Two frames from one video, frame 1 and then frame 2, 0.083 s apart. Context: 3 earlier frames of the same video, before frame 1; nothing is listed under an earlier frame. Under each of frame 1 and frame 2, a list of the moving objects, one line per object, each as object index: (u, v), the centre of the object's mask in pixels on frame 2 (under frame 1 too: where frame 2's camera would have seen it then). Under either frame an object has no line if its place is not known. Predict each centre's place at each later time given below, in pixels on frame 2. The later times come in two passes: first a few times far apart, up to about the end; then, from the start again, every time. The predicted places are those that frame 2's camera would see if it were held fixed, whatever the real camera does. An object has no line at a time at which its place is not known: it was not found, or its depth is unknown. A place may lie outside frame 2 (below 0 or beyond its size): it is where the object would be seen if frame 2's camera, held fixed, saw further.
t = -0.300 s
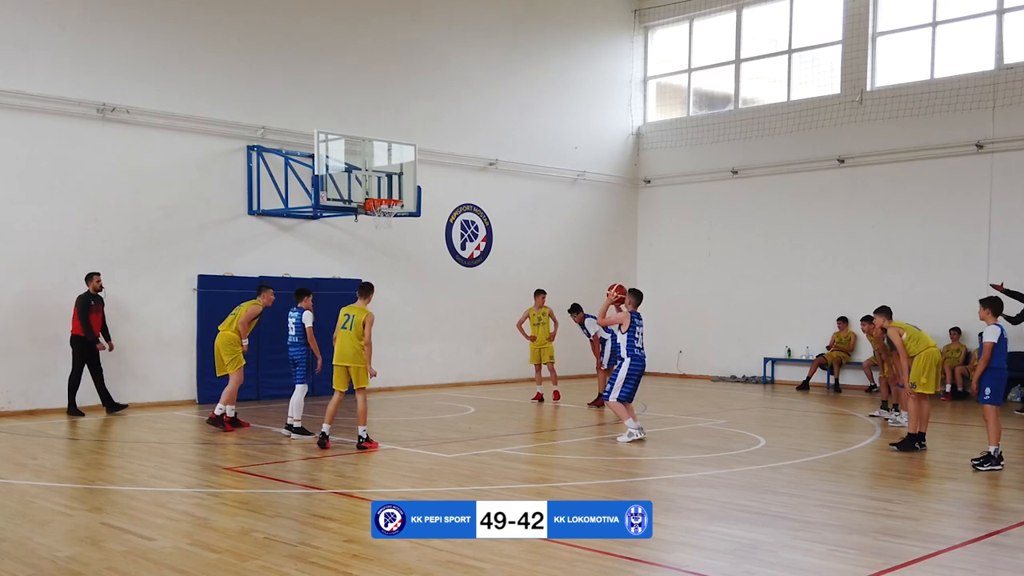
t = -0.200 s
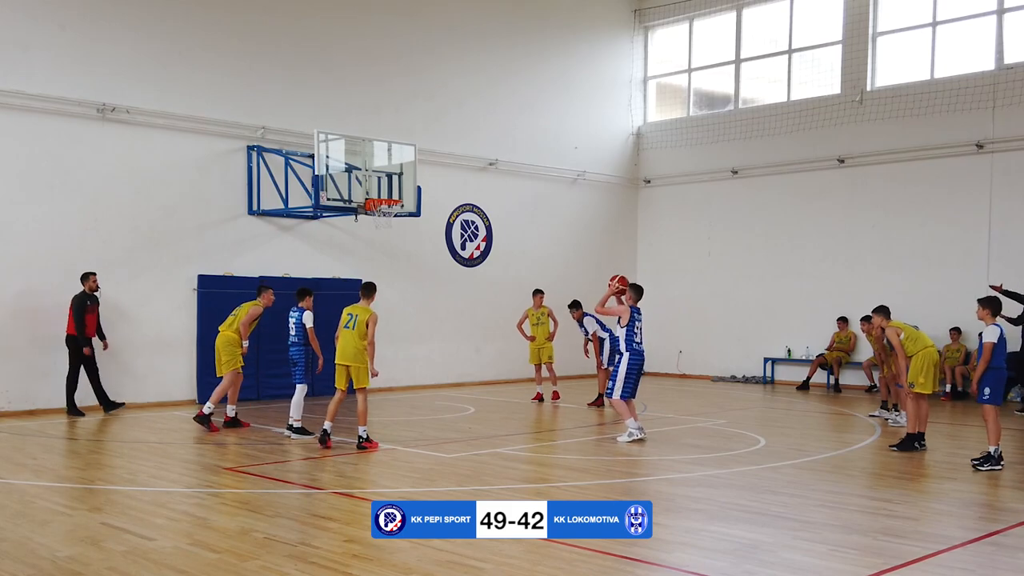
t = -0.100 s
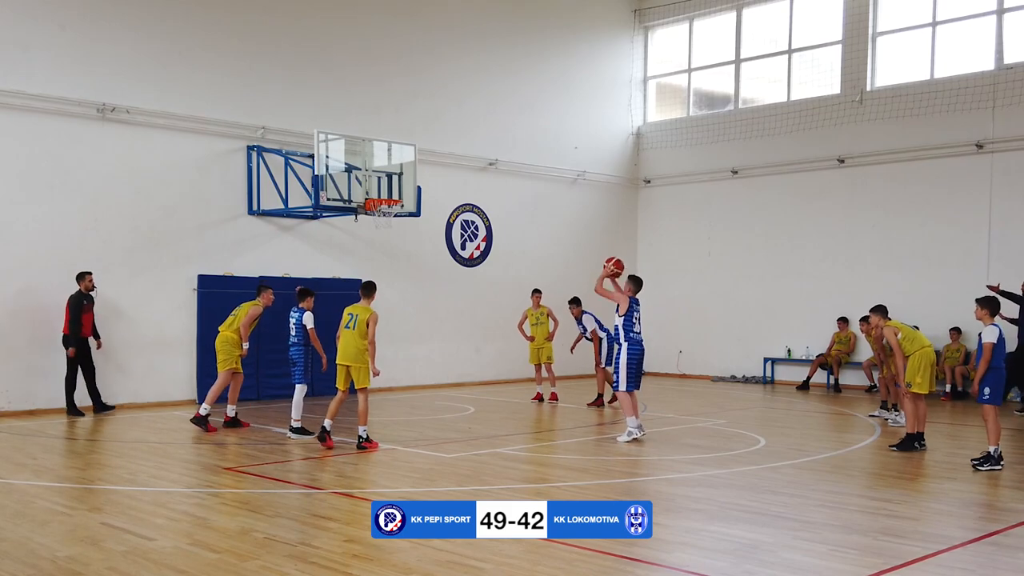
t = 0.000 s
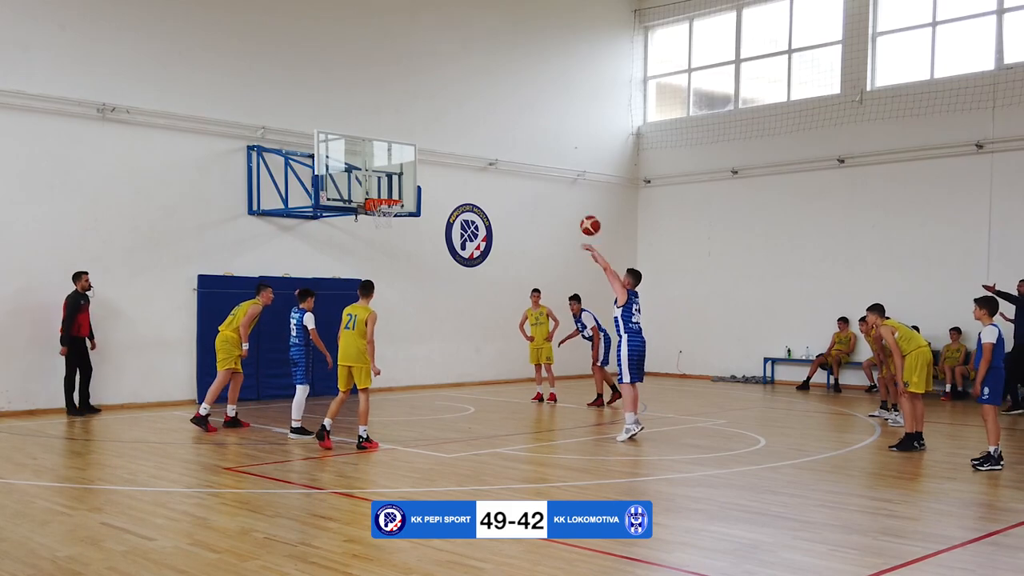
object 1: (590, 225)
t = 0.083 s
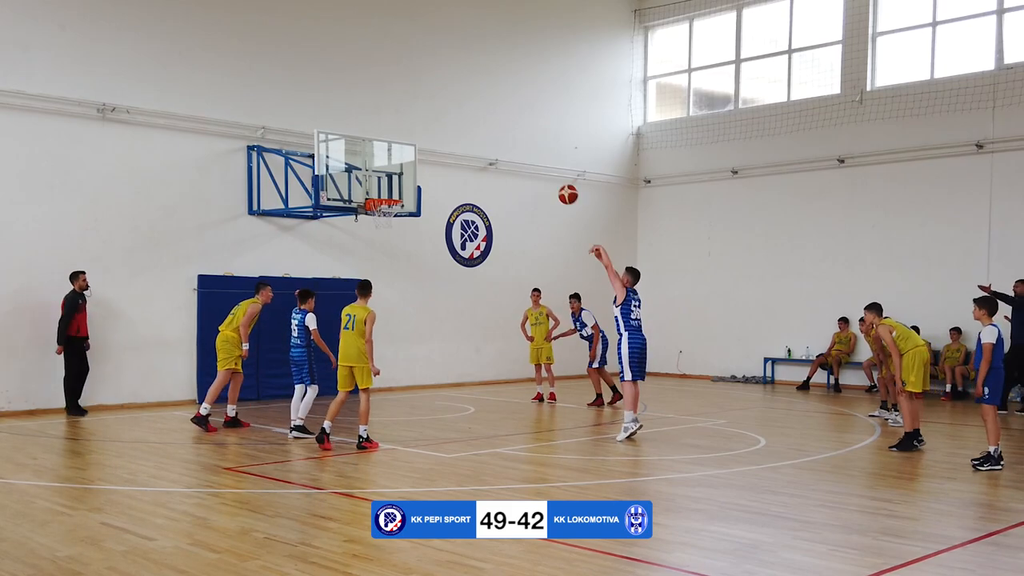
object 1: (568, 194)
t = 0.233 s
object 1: (530, 155)
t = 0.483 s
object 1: (472, 133)
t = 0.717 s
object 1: (425, 156)
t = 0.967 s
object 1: (396, 178)
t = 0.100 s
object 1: (563, 189)
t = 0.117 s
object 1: (559, 184)
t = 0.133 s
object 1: (555, 179)
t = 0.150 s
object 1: (551, 174)
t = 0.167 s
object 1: (546, 170)
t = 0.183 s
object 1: (542, 166)
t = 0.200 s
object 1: (538, 162)
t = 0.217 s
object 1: (534, 158)
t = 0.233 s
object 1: (530, 155)
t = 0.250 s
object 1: (526, 152)
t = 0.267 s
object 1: (522, 149)
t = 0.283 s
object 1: (518, 147)
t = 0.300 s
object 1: (514, 144)
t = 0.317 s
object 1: (510, 142)
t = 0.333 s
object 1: (506, 140)
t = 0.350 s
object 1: (502, 139)
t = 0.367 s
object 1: (498, 137)
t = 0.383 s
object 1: (494, 136)
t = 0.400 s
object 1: (490, 135)
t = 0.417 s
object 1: (487, 134)
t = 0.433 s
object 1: (483, 134)
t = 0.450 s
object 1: (480, 133)
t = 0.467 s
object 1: (476, 133)
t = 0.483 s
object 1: (472, 133)
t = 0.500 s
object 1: (469, 134)
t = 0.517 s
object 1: (465, 134)
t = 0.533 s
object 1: (462, 135)
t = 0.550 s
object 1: (458, 136)
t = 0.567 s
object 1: (455, 137)
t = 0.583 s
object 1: (451, 138)
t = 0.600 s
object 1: (448, 140)
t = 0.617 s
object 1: (445, 141)
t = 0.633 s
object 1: (442, 143)
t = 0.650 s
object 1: (438, 145)
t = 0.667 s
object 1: (435, 148)
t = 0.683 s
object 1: (432, 150)
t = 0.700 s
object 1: (428, 153)
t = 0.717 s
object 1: (425, 156)
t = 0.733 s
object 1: (422, 159)
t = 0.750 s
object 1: (419, 162)
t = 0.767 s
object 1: (416, 165)
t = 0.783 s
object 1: (413, 169)
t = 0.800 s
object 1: (410, 172)
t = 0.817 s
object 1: (407, 176)
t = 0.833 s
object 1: (404, 180)
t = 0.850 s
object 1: (401, 184)
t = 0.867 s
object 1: (398, 189)
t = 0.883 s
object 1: (395, 192)
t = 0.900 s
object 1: (396, 190)
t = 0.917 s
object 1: (396, 187)
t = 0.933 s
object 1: (396, 183)
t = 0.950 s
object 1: (396, 181)
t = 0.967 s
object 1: (396, 178)
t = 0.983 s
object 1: (396, 176)
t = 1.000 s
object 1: (396, 174)
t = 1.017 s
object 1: (396, 172)
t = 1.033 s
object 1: (396, 170)
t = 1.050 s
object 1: (396, 169)
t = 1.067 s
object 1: (396, 168)
